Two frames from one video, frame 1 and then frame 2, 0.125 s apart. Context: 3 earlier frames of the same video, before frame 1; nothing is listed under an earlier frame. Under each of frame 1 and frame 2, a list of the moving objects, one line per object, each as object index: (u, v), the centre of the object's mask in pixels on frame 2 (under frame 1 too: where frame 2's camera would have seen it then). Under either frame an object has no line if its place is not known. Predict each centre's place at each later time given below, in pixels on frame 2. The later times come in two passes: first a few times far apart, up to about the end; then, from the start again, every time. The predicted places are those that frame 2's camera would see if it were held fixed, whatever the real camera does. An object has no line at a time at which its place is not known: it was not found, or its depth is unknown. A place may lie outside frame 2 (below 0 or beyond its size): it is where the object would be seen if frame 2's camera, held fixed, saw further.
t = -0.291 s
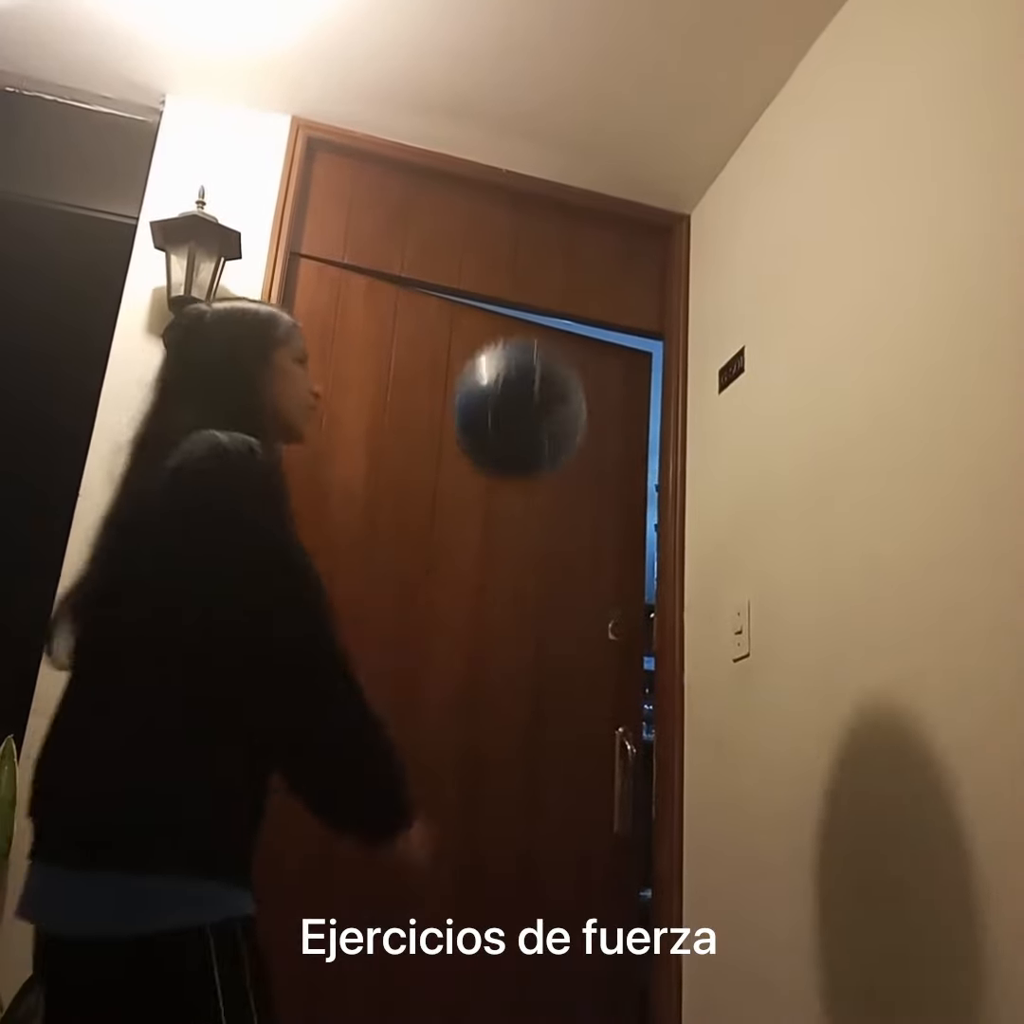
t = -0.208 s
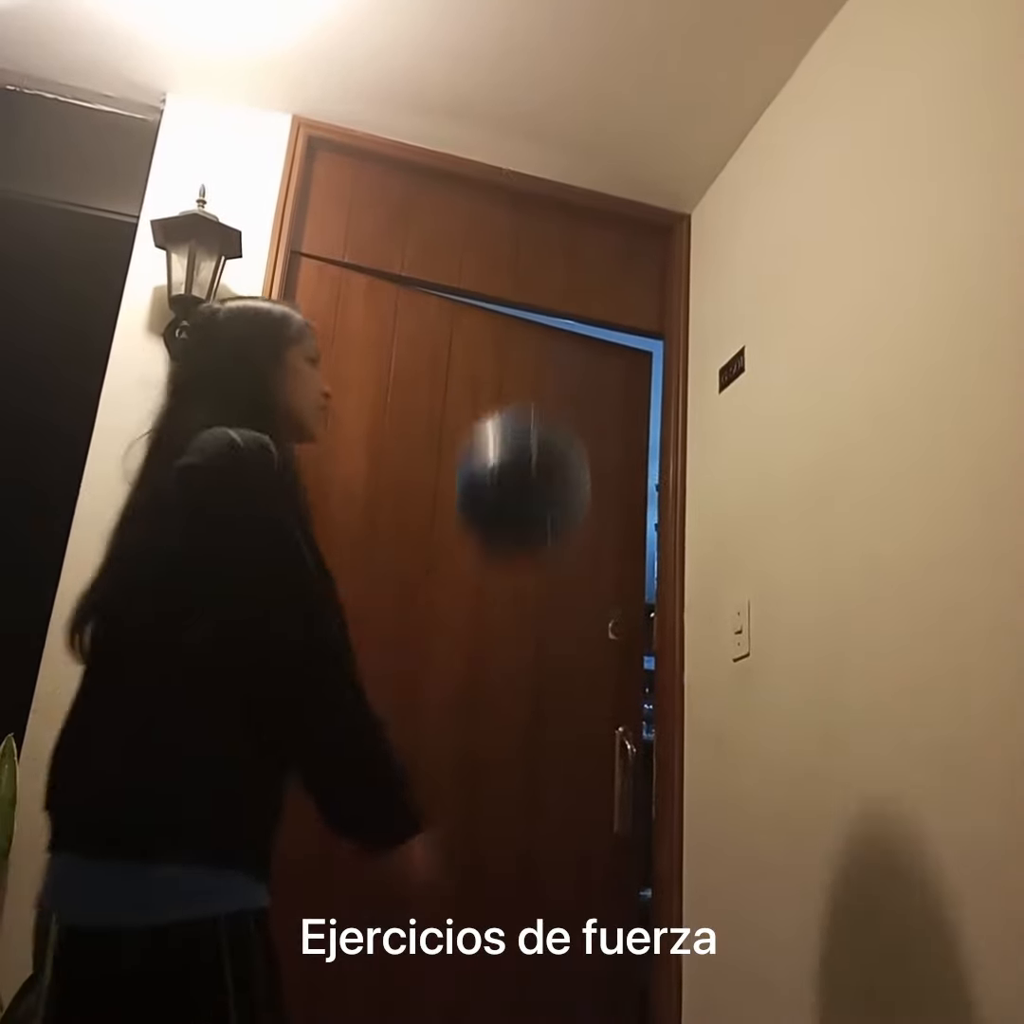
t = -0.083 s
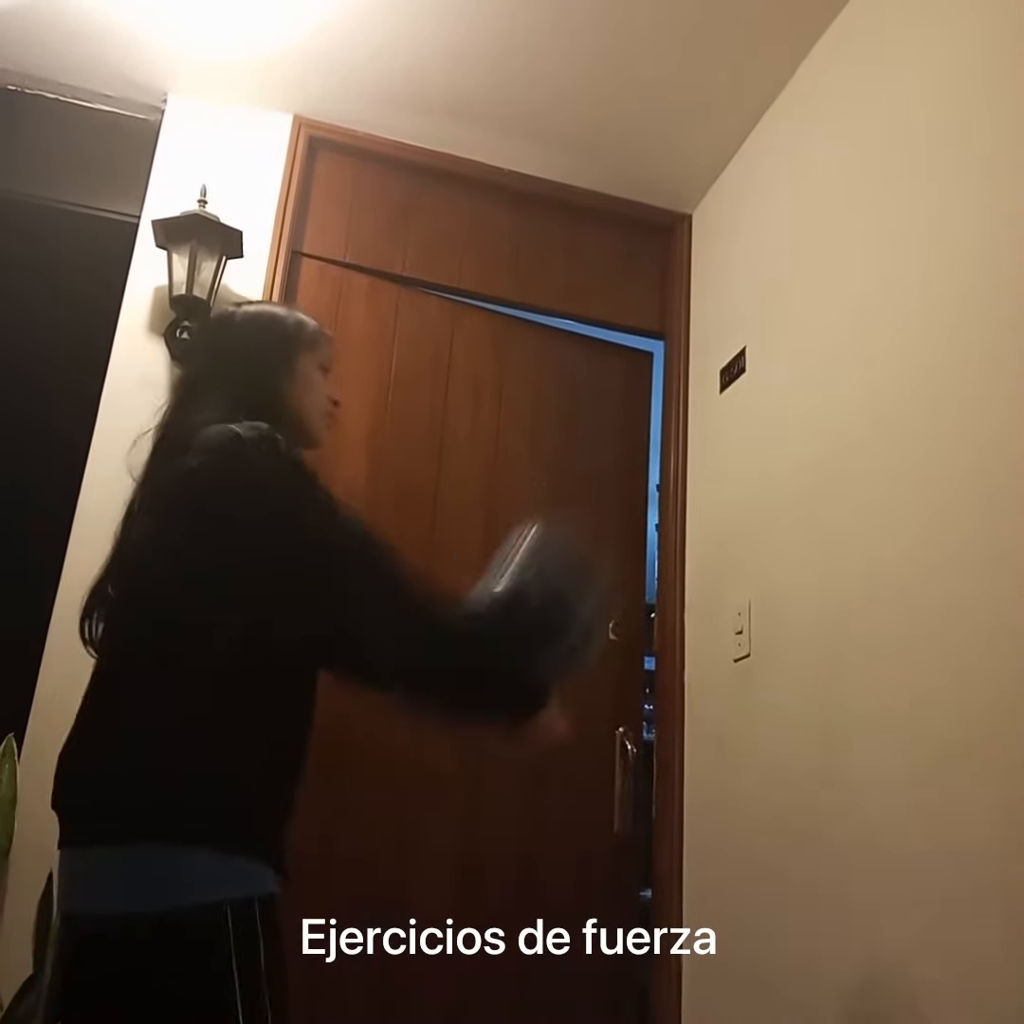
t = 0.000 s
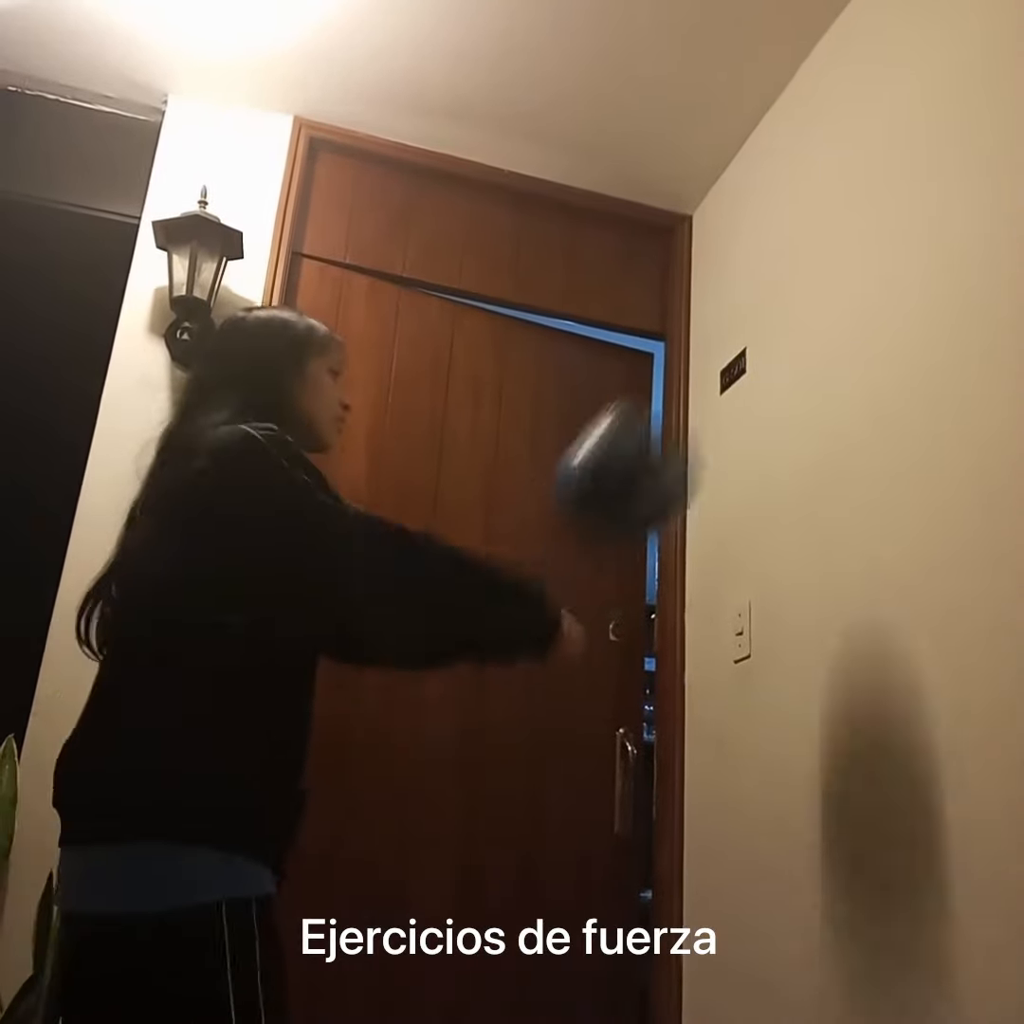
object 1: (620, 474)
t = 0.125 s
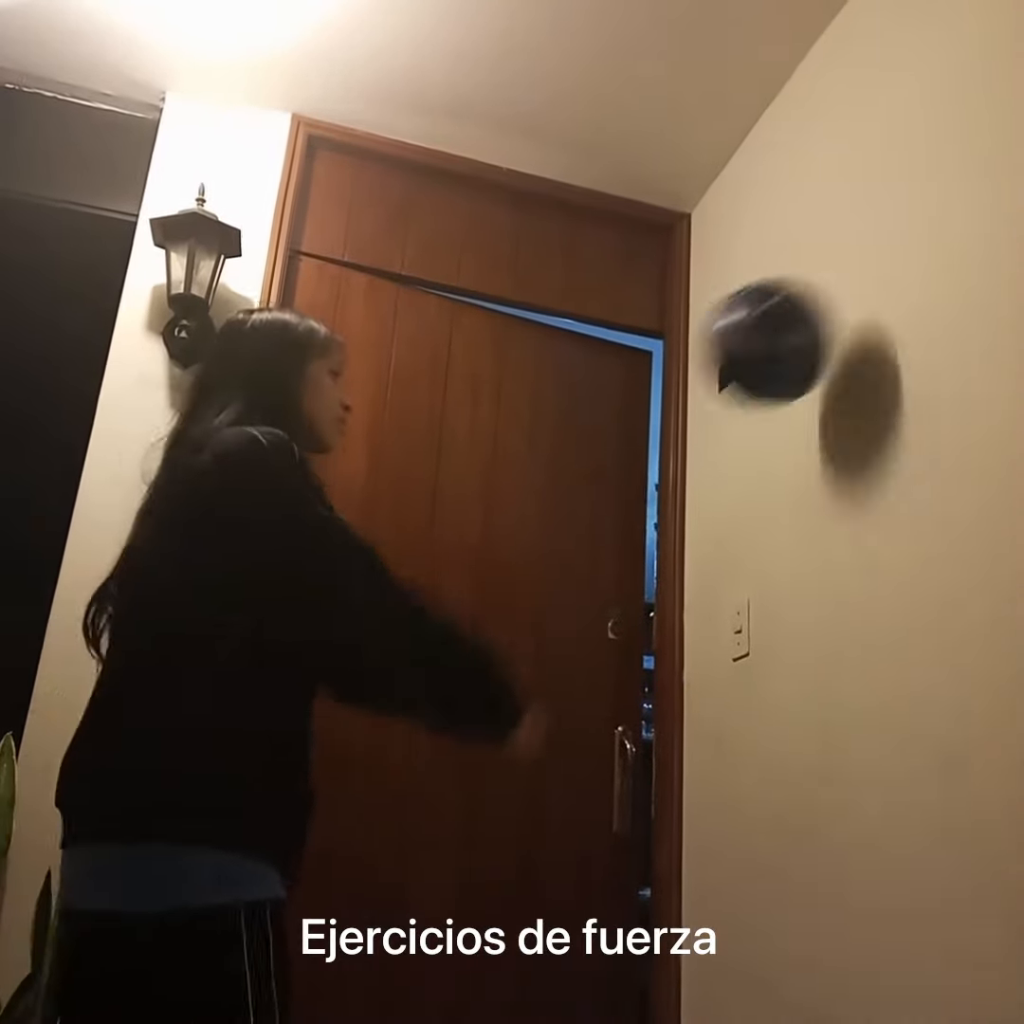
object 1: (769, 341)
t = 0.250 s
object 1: (765, 315)
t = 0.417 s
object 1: (683, 385)
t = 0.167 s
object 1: (798, 329)
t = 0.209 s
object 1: (787, 320)
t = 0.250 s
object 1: (765, 315)
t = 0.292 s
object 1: (746, 320)
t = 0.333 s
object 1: (726, 333)
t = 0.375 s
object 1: (706, 354)
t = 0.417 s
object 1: (683, 385)
